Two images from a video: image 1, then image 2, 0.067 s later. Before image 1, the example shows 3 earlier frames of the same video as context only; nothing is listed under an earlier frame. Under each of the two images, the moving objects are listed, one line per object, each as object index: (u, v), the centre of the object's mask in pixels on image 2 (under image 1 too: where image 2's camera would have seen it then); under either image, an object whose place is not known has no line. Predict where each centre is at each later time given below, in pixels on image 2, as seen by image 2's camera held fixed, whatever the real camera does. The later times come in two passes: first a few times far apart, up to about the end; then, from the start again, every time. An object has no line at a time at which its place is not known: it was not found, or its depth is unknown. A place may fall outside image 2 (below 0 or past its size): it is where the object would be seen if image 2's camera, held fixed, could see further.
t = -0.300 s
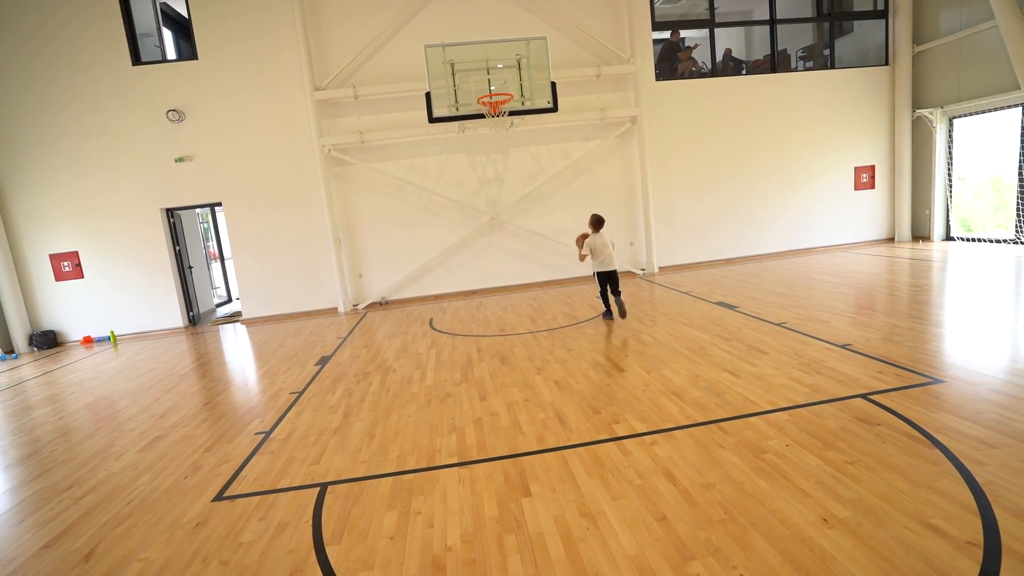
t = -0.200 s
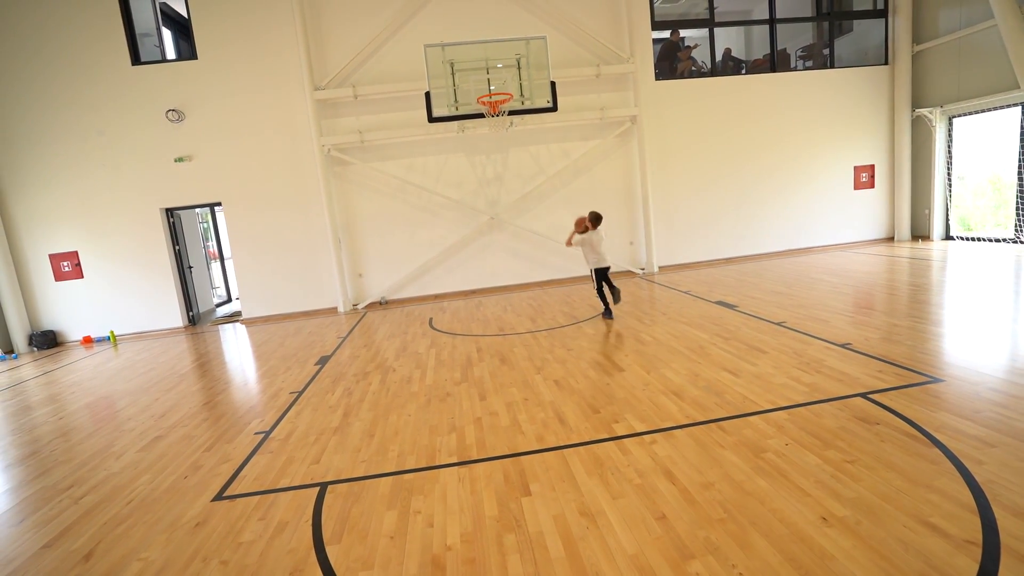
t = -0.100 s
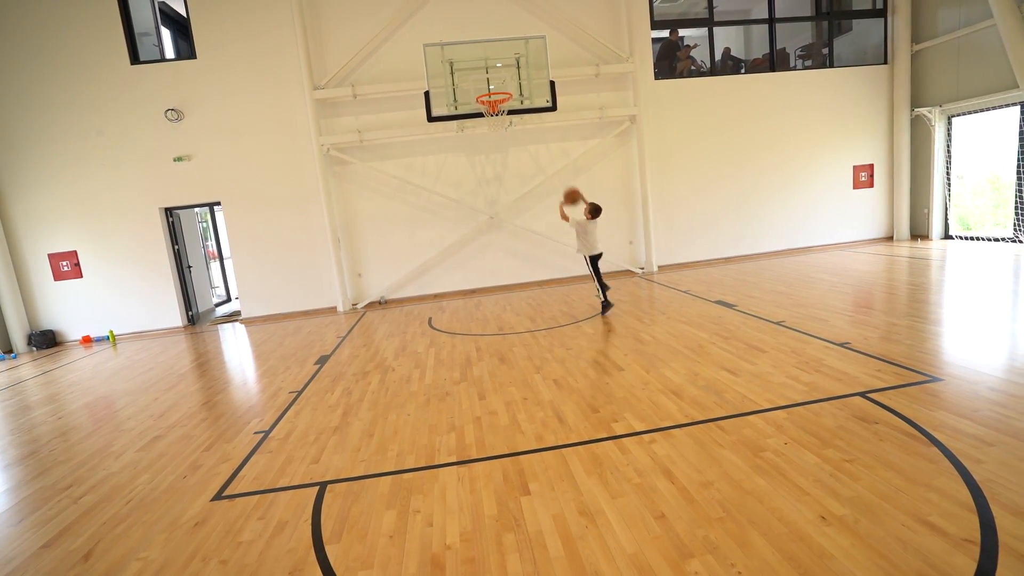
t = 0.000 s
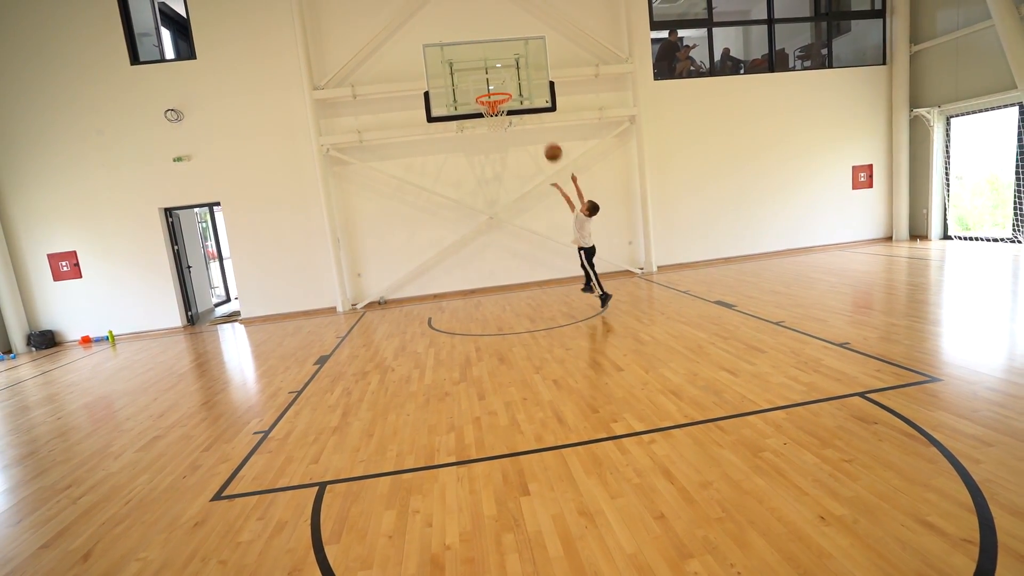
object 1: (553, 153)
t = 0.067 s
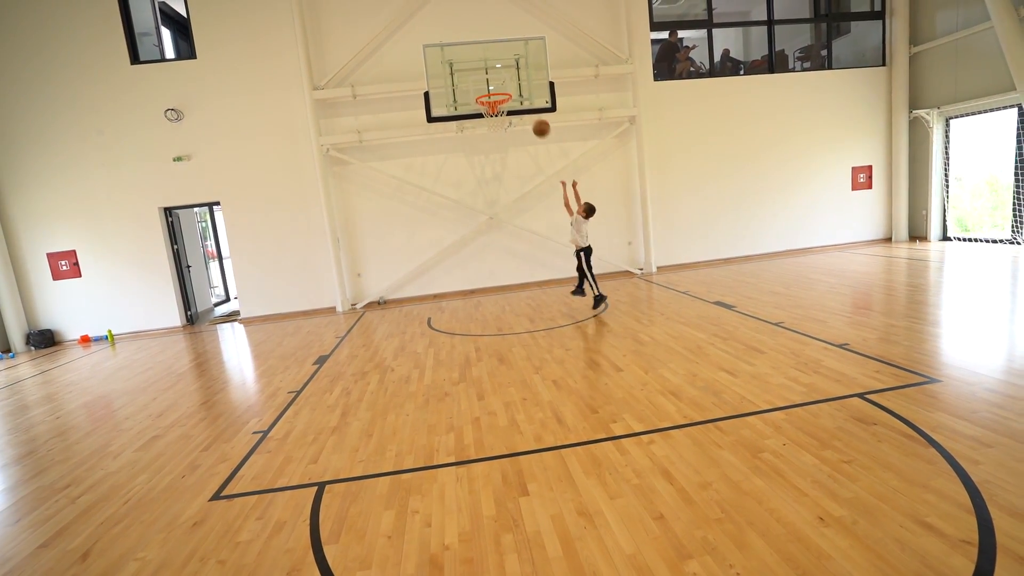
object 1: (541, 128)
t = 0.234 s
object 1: (515, 85)
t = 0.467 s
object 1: (486, 63)
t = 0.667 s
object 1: (473, 65)
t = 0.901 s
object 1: (466, 99)
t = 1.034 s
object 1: (463, 137)
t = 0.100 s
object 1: (536, 117)
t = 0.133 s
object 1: (530, 108)
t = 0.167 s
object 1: (525, 99)
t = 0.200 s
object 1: (520, 91)
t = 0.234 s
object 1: (515, 85)
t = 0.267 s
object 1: (511, 79)
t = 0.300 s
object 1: (507, 74)
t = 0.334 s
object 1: (502, 70)
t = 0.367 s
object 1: (498, 67)
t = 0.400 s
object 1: (493, 65)
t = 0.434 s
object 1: (490, 63)
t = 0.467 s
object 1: (486, 63)
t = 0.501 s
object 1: (483, 63)
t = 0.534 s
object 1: (479, 64)
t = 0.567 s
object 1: (477, 63)
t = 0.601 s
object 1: (476, 63)
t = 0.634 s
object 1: (475, 63)
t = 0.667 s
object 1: (473, 65)
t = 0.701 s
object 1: (472, 67)
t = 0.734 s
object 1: (470, 70)
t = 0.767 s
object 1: (469, 74)
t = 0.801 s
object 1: (468, 79)
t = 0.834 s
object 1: (467, 84)
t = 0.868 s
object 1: (466, 91)
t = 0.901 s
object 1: (466, 99)
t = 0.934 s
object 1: (465, 106)
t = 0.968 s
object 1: (464, 116)
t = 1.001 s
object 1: (464, 125)
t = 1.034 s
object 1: (463, 137)
